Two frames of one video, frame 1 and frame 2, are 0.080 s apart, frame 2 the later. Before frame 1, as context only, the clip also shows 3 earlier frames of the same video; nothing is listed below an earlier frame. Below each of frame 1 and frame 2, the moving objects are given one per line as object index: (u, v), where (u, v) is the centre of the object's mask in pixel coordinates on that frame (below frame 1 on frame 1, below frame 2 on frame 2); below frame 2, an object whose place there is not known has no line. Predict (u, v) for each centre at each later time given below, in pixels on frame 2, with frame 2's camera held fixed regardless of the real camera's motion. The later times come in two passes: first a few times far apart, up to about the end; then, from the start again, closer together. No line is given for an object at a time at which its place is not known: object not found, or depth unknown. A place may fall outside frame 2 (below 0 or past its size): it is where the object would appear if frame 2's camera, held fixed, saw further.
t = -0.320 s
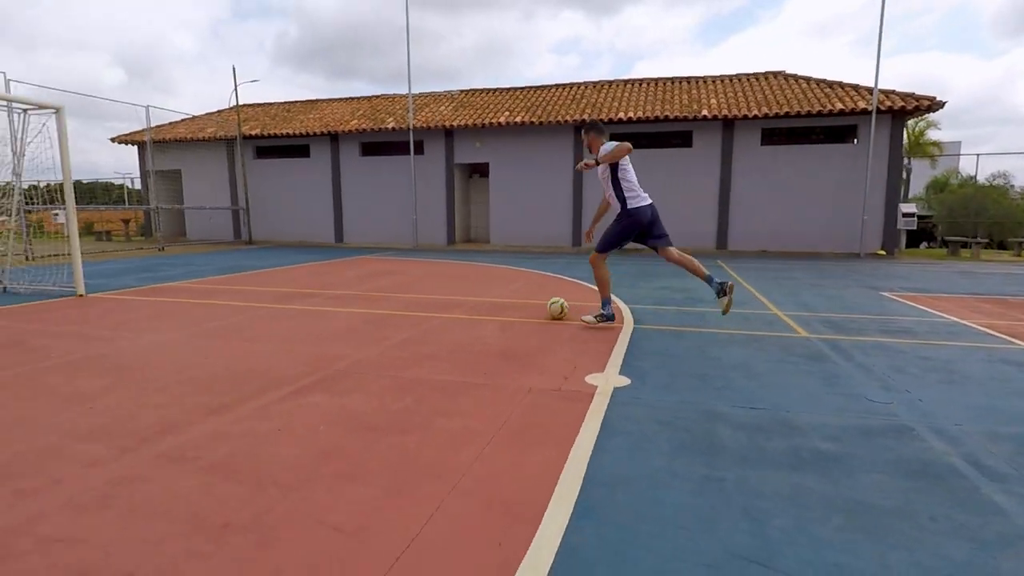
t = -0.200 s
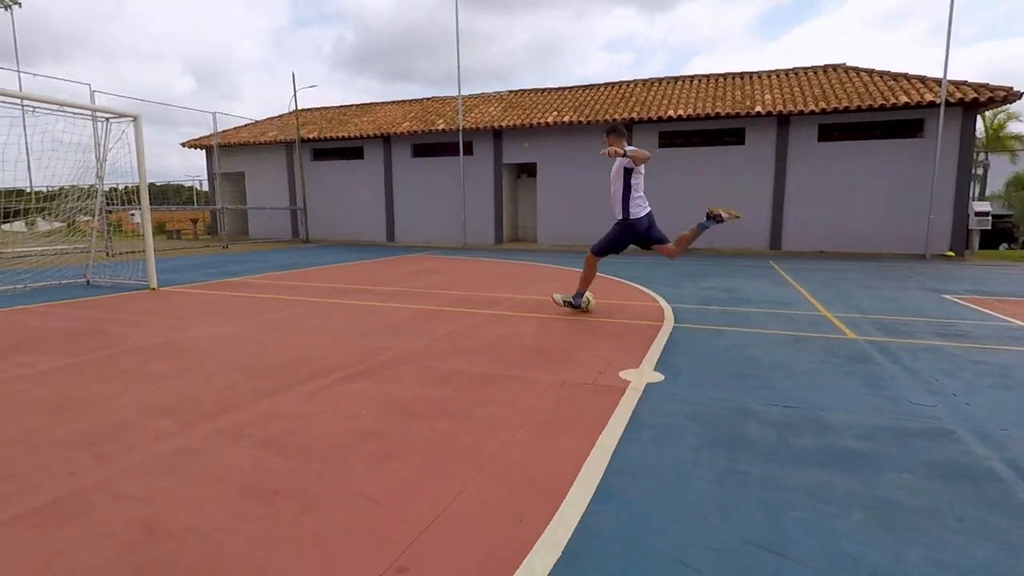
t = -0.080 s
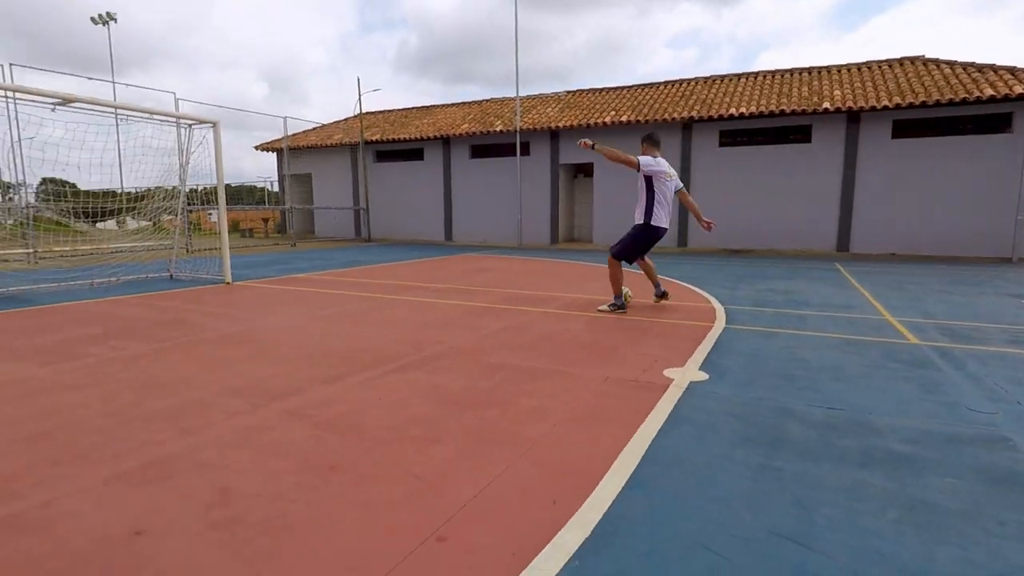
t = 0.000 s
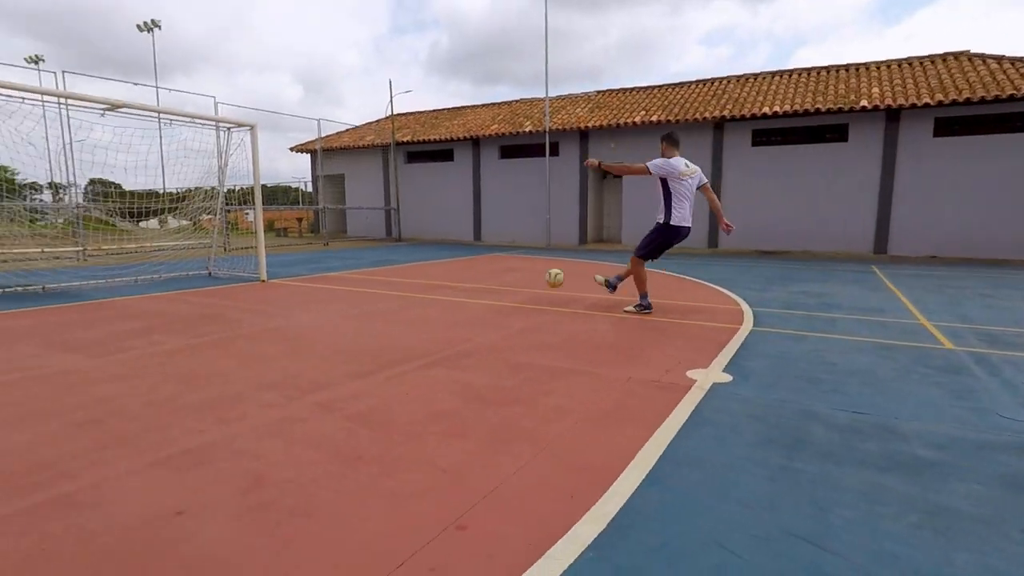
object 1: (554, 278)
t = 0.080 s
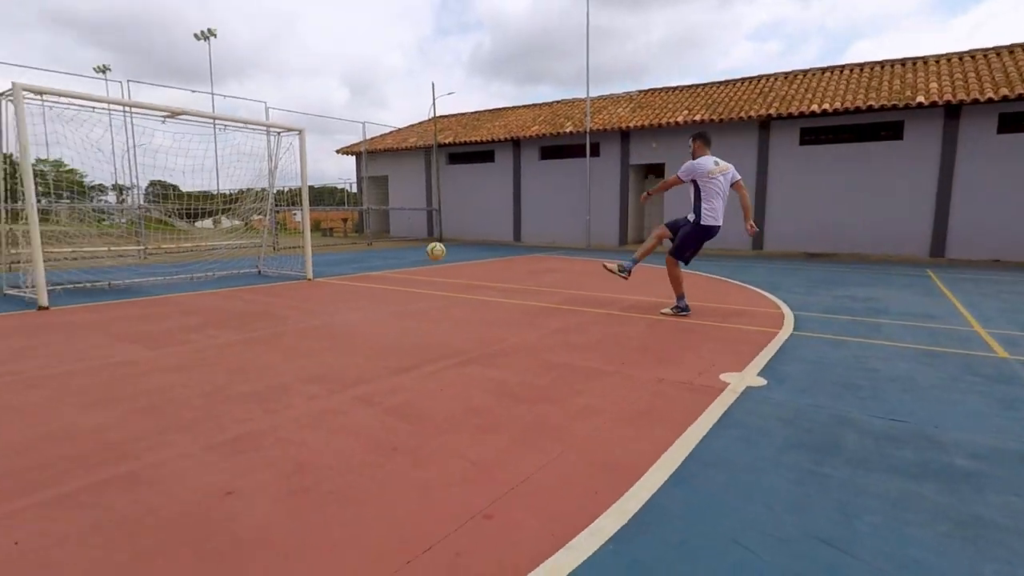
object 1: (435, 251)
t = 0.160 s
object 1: (290, 229)
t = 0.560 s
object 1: (90, 197)
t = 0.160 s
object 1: (290, 229)
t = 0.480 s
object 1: (57, 192)
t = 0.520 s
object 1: (79, 194)
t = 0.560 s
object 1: (90, 197)
